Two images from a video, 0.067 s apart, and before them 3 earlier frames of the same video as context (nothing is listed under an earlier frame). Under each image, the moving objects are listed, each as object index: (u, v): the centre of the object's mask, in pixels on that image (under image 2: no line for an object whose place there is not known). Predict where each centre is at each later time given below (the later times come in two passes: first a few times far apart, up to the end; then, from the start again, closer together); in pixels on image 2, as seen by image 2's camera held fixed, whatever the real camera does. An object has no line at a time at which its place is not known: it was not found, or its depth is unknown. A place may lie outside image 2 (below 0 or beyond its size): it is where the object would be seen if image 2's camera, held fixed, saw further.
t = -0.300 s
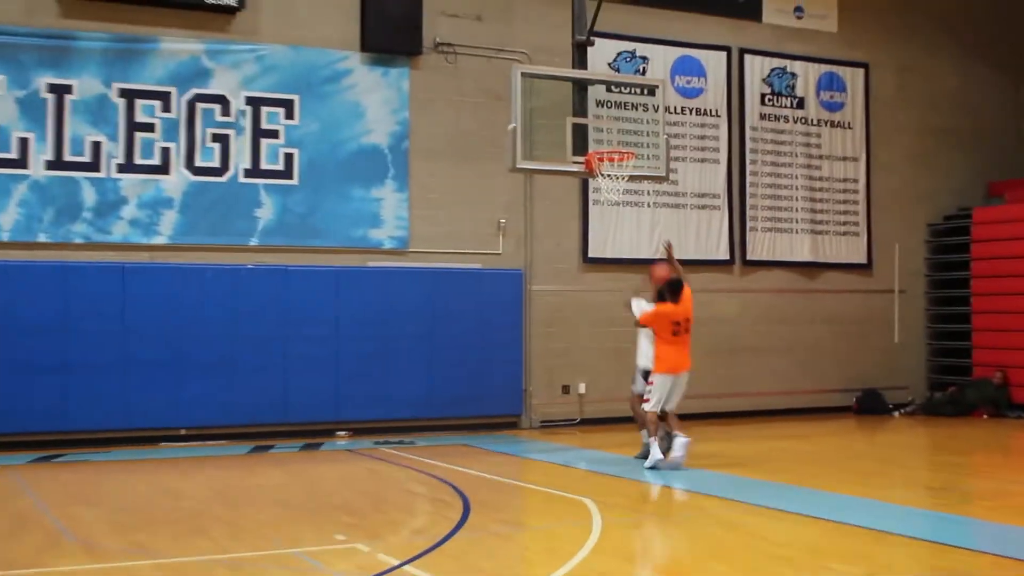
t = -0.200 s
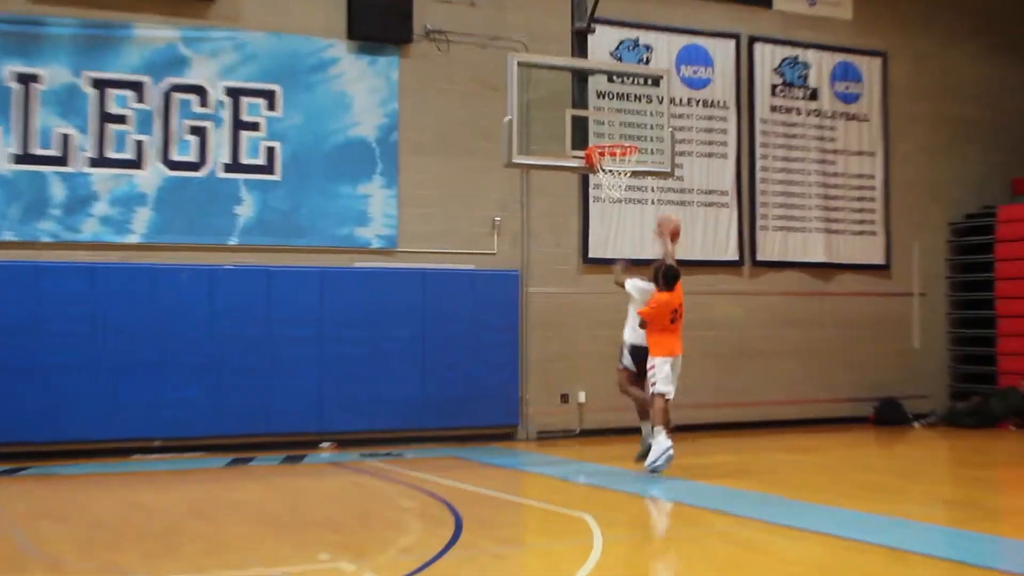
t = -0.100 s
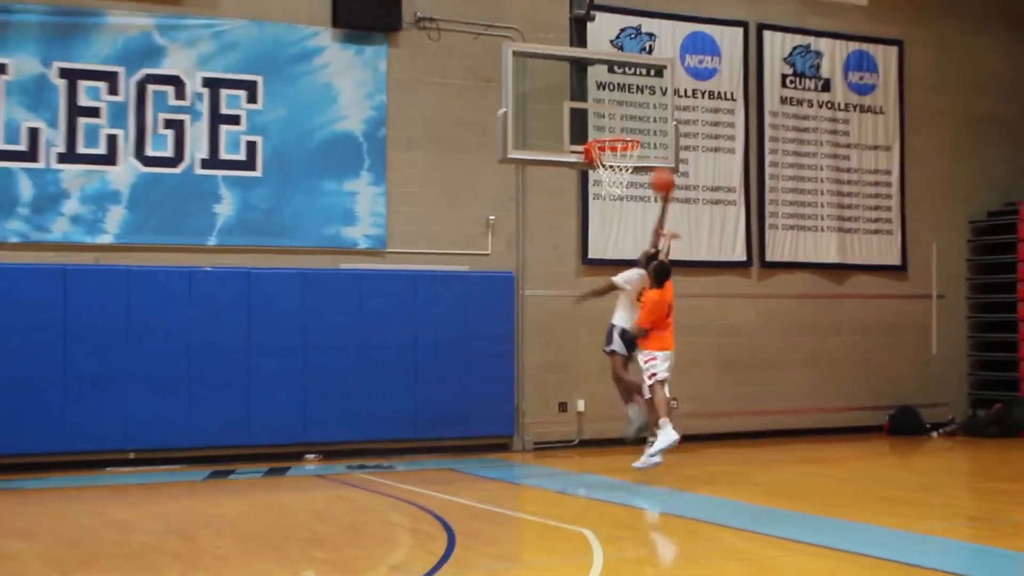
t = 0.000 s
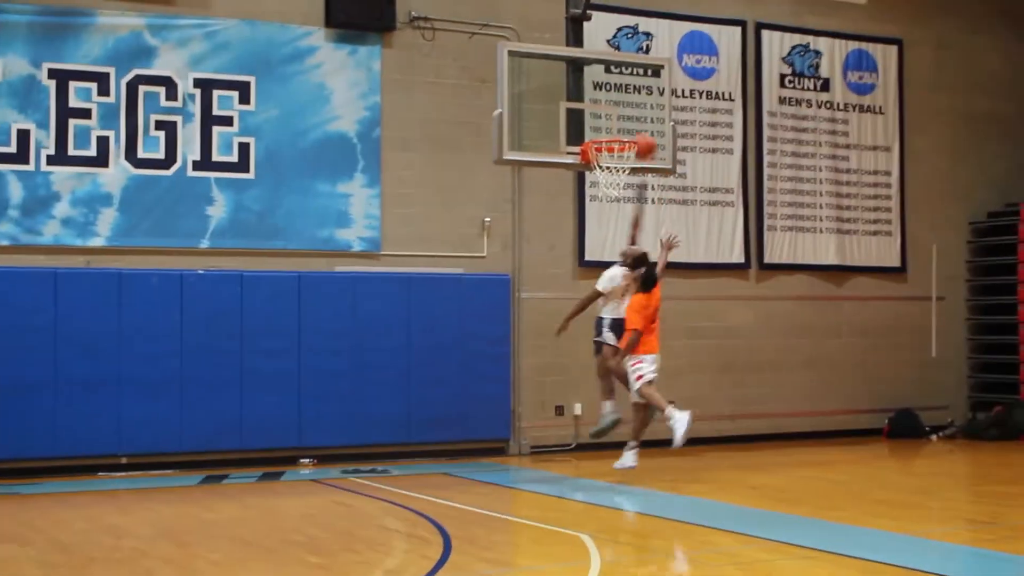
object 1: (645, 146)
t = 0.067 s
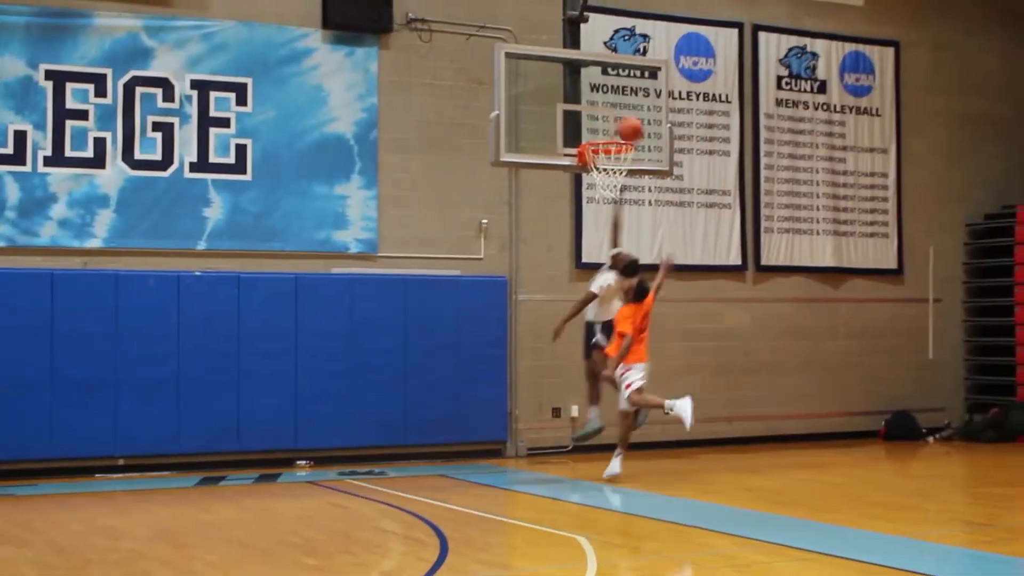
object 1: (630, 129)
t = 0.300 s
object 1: (623, 109)
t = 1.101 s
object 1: (626, 183)
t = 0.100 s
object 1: (625, 122)
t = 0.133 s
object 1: (622, 116)
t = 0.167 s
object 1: (623, 112)
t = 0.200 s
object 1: (623, 110)
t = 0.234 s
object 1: (623, 109)
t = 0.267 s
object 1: (624, 109)
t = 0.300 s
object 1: (623, 109)
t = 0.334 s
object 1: (624, 111)
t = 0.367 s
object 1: (625, 114)
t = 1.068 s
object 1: (627, 179)
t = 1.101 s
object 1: (626, 183)
